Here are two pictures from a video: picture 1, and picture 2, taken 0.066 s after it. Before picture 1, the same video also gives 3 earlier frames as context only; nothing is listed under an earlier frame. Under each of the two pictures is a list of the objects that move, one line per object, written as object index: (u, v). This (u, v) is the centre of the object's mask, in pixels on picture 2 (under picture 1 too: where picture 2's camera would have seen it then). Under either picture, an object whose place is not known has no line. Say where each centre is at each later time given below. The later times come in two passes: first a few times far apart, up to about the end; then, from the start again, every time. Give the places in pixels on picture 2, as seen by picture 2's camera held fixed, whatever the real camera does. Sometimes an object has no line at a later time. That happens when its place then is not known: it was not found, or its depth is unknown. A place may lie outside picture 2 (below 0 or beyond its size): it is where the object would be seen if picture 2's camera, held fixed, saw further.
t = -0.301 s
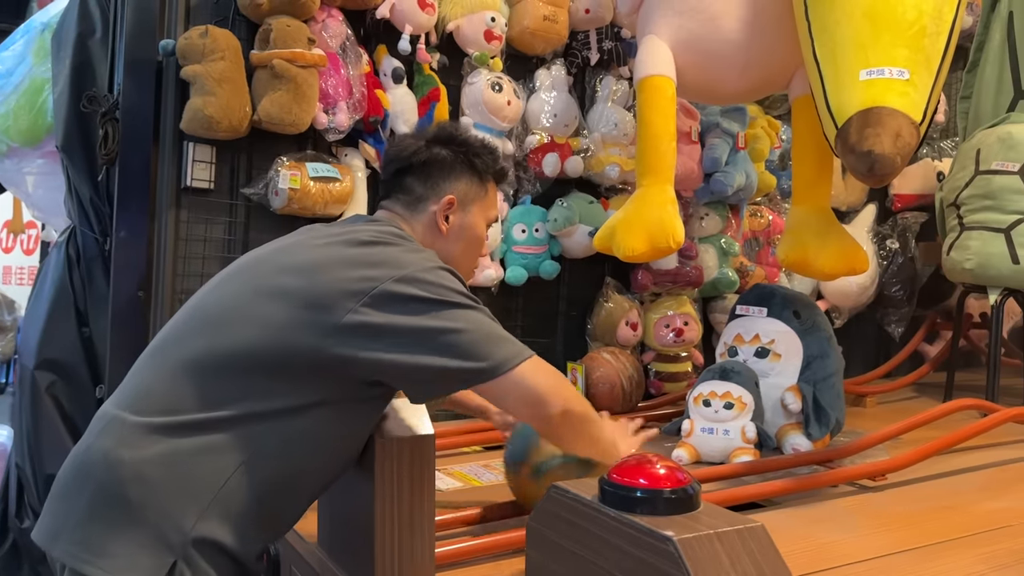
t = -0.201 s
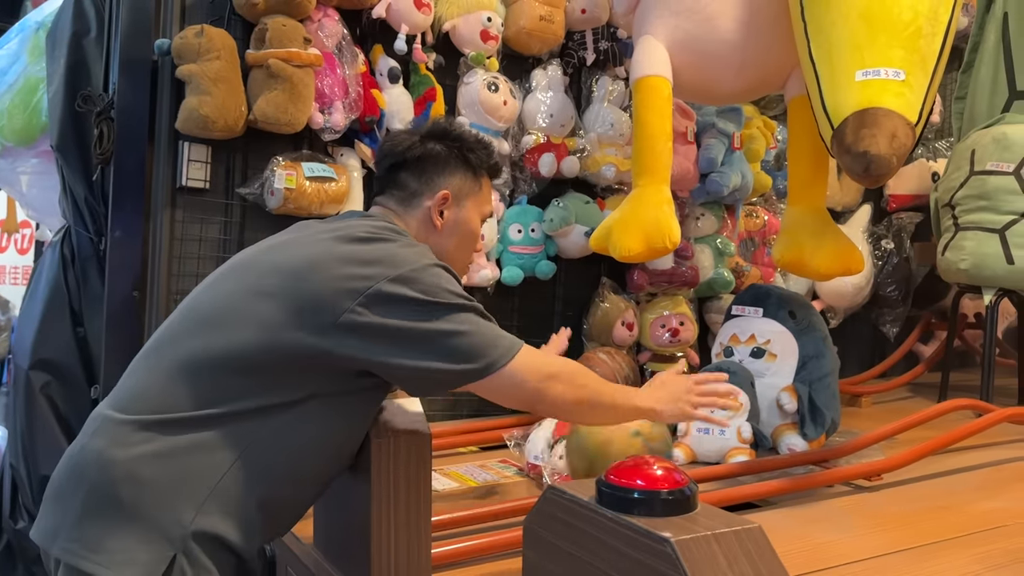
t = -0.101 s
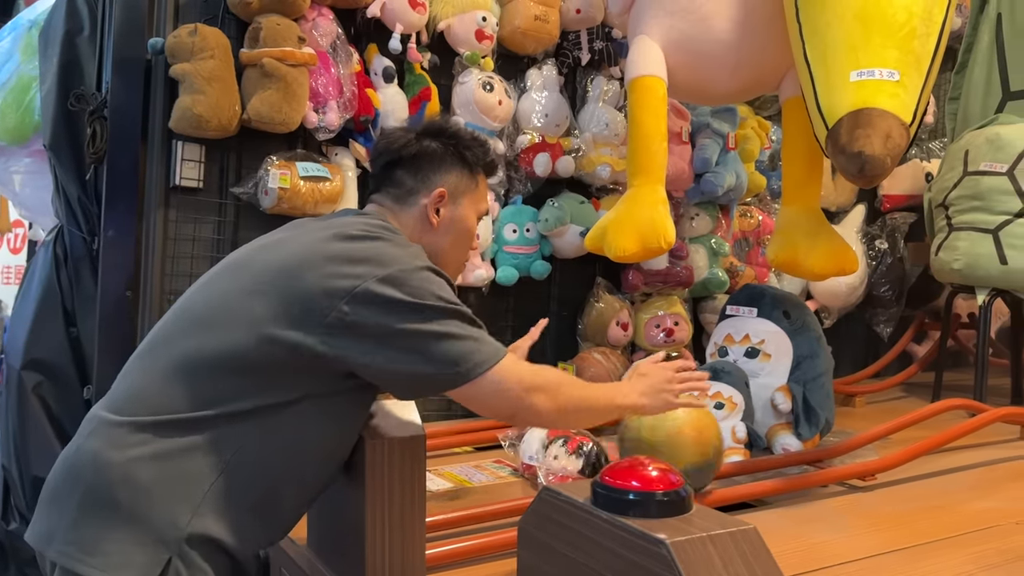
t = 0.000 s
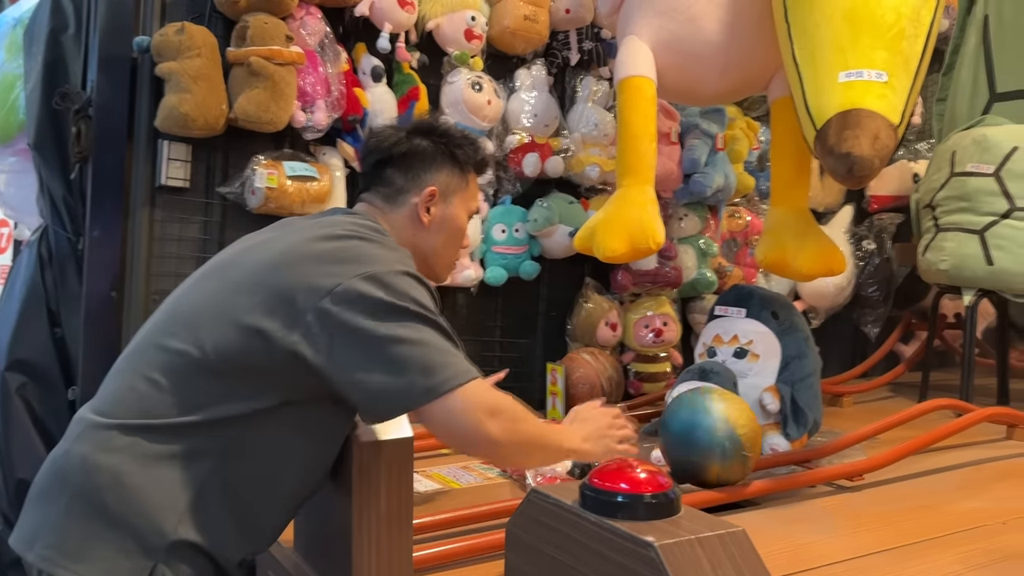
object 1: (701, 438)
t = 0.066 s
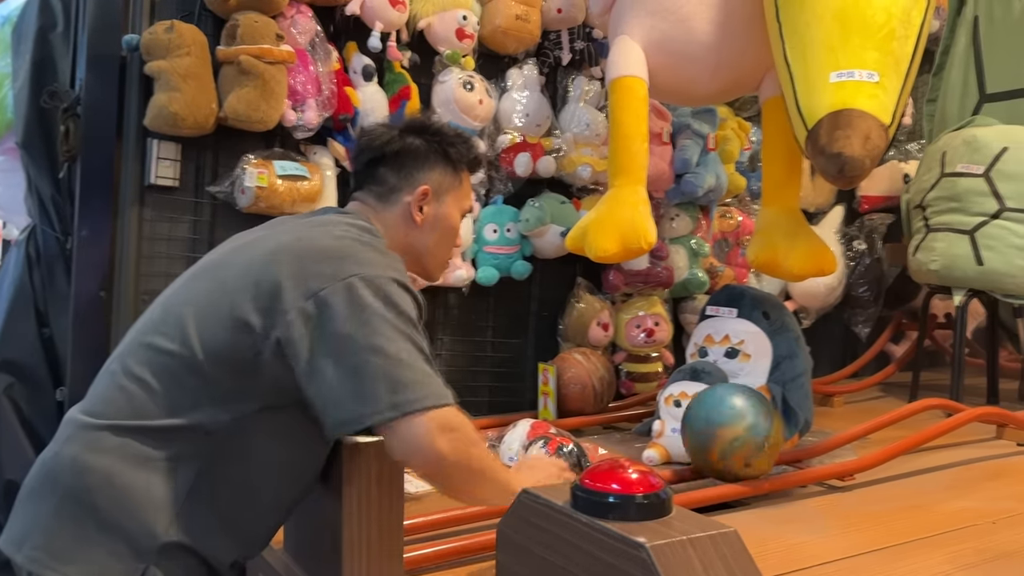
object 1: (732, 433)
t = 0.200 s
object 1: (788, 424)
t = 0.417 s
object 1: (863, 406)
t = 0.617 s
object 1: (910, 387)
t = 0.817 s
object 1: (941, 375)
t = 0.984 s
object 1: (956, 372)
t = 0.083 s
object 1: (739, 431)
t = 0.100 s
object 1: (747, 430)
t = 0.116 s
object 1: (754, 429)
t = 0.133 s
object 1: (761, 428)
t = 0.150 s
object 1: (769, 426)
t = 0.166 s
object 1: (775, 426)
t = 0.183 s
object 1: (781, 425)
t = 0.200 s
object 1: (788, 424)
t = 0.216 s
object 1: (794, 423)
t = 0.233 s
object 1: (801, 422)
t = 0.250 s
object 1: (807, 421)
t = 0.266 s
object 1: (813, 420)
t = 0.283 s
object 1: (818, 419)
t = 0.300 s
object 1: (825, 418)
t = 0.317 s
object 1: (830, 417)
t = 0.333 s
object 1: (837, 415)
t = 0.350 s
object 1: (842, 414)
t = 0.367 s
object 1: (848, 412)
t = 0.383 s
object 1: (853, 410)
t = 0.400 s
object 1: (858, 407)
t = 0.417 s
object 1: (863, 406)
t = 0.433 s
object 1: (867, 404)
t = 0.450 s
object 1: (872, 402)
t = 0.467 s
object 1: (876, 400)
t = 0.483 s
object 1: (881, 399)
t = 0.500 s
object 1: (885, 397)
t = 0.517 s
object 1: (889, 395)
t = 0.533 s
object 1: (893, 394)
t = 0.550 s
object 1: (896, 392)
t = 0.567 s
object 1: (900, 391)
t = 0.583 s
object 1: (904, 390)
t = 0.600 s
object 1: (907, 388)
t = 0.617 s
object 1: (910, 387)
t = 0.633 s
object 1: (914, 386)
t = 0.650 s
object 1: (917, 384)
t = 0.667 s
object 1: (919, 383)
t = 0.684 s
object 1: (922, 382)
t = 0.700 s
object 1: (925, 381)
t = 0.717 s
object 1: (928, 380)
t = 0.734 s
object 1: (930, 379)
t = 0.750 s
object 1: (932, 378)
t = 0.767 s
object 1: (935, 377)
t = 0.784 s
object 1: (936, 377)
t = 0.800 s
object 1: (939, 376)
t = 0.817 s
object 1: (941, 375)
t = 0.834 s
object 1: (942, 375)
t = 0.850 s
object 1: (944, 374)
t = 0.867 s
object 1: (946, 374)
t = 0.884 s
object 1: (948, 373)
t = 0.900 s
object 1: (949, 373)
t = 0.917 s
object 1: (951, 373)
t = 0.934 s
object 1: (952, 372)
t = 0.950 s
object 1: (953, 372)
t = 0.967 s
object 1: (955, 372)
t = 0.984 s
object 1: (956, 372)
